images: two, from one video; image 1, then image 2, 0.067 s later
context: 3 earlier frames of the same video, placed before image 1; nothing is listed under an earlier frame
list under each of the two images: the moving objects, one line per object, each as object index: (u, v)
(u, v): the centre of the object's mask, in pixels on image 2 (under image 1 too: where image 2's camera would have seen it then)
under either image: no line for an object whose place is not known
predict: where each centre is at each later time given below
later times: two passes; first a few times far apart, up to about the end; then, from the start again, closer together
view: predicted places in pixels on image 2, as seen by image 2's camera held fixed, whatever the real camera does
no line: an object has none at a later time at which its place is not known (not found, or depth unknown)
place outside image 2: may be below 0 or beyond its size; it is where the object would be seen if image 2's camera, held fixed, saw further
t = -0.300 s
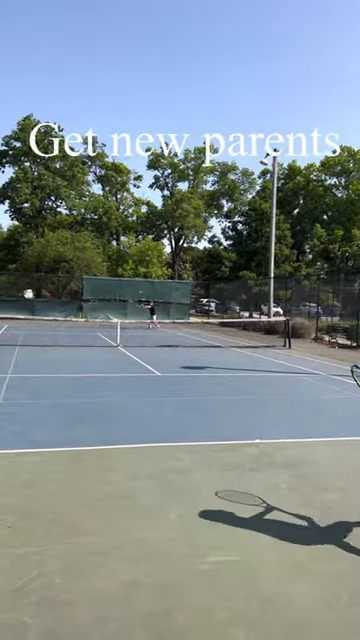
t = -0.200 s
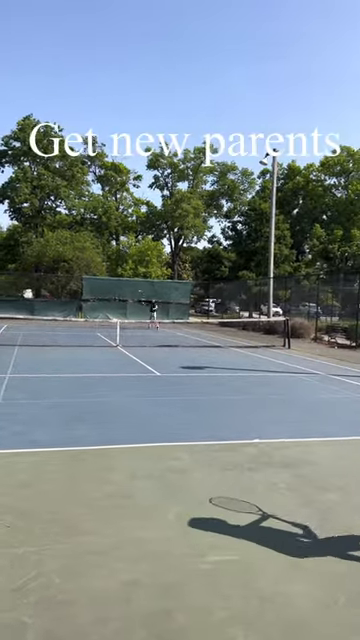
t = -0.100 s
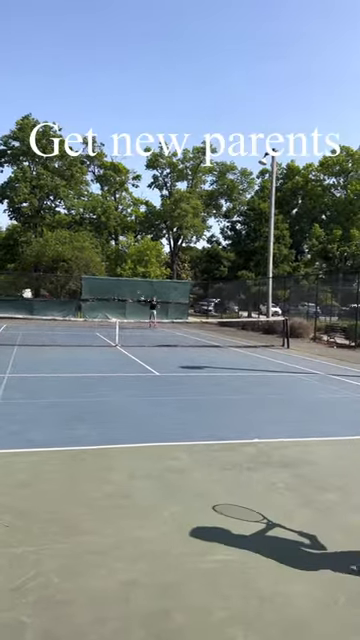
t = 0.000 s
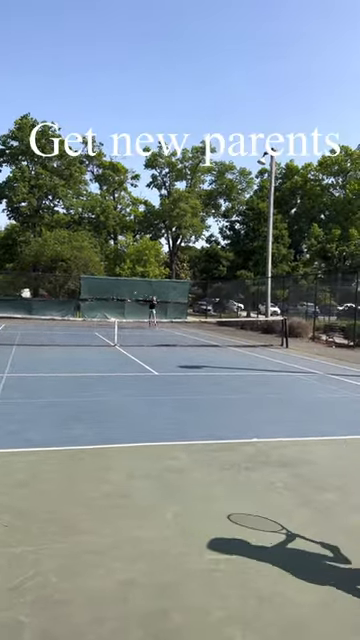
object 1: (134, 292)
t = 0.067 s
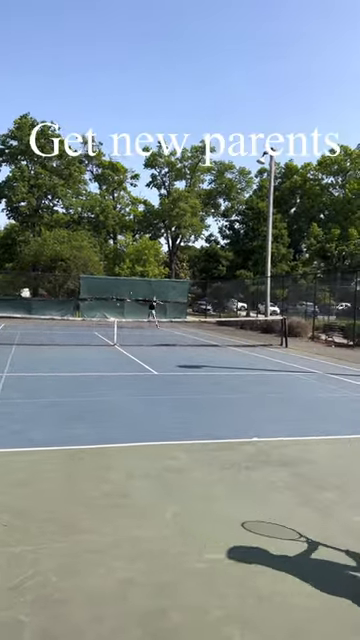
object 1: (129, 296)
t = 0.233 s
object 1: (119, 302)
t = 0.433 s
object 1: (94, 331)
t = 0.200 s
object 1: (121, 300)
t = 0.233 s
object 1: (119, 302)
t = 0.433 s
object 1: (94, 331)
